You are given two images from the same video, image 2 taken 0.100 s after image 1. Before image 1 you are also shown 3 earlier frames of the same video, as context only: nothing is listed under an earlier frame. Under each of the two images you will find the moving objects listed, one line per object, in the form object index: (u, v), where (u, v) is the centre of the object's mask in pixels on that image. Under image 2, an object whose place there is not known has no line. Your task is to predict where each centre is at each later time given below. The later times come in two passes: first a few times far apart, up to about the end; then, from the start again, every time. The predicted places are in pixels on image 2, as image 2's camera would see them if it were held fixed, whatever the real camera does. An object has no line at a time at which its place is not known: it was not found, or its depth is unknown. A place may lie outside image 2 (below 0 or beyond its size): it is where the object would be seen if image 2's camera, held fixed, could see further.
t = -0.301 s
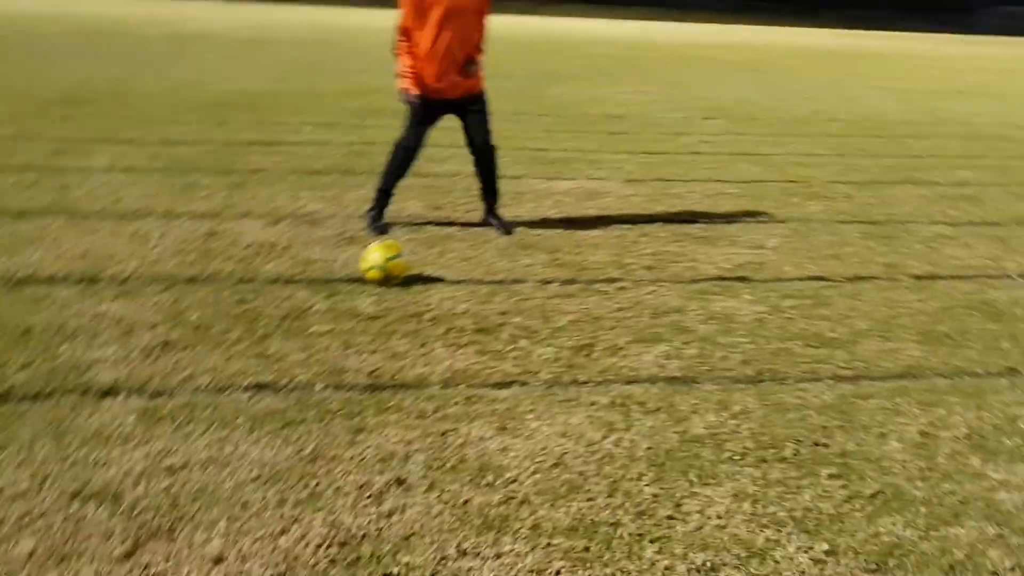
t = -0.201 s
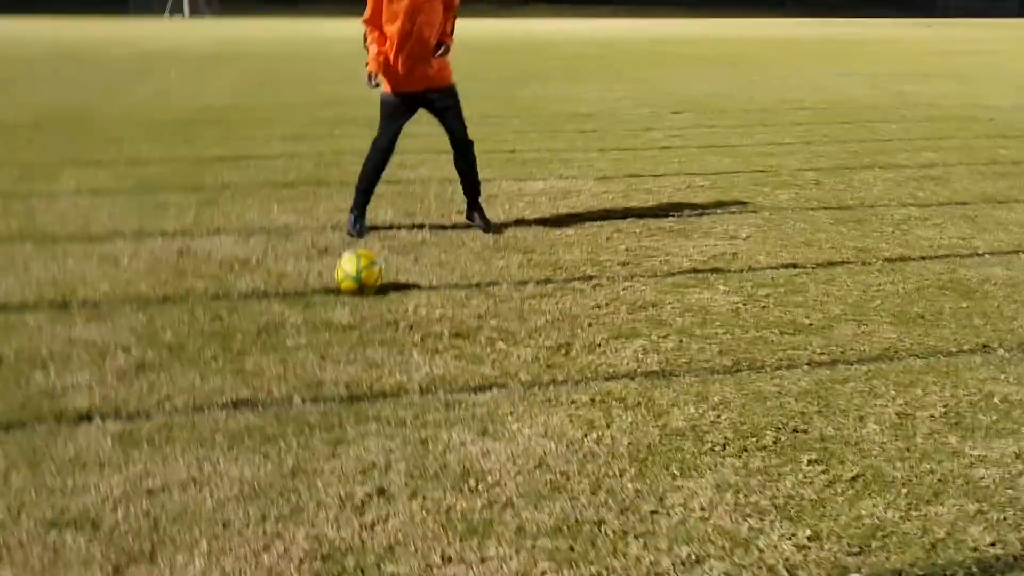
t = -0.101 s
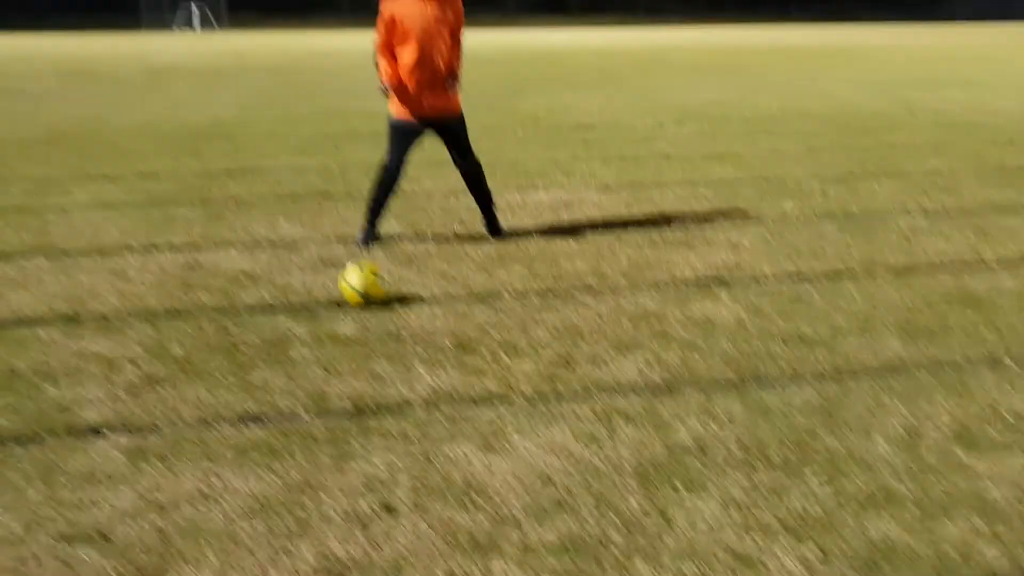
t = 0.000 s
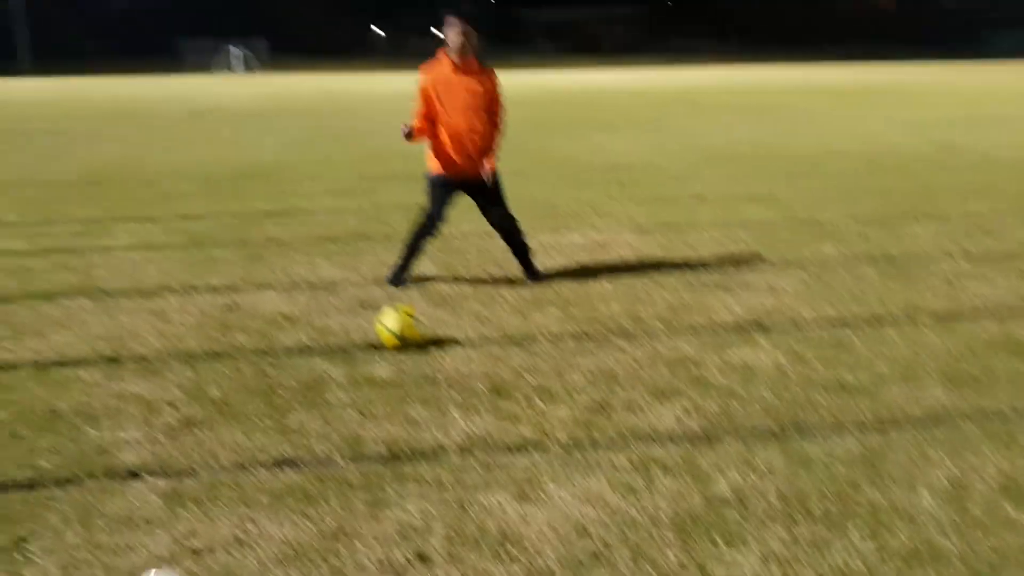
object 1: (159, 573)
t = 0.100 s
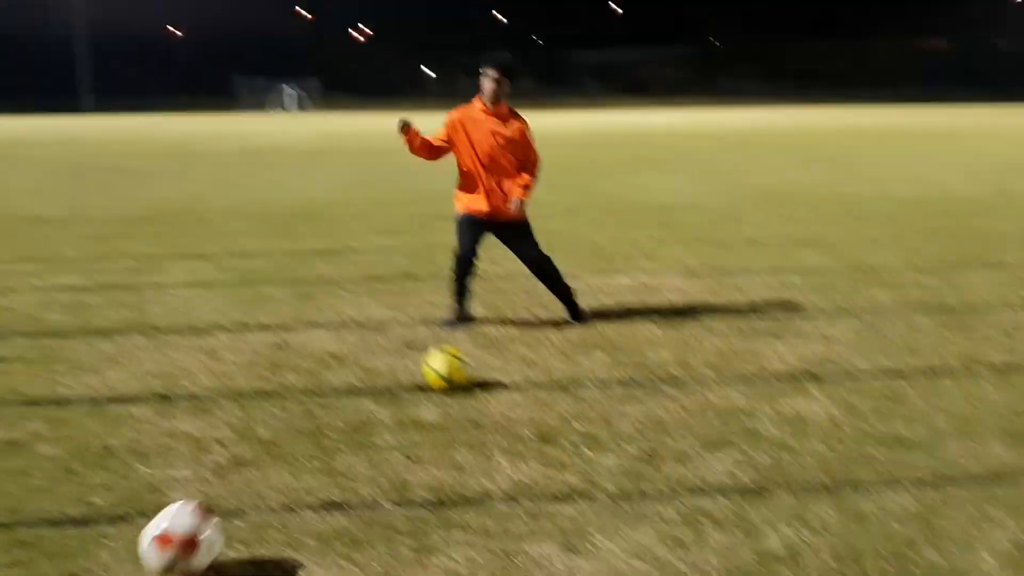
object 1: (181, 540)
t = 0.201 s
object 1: (166, 479)
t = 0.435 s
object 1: (147, 395)
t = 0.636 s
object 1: (146, 355)
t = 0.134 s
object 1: (175, 514)
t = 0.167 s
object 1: (170, 496)
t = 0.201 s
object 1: (166, 479)
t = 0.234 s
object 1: (162, 460)
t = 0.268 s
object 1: (159, 441)
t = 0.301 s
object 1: (156, 427)
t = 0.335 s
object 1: (155, 417)
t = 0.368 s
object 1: (153, 409)
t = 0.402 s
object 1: (151, 404)
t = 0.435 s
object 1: (147, 395)
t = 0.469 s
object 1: (147, 383)
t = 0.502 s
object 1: (147, 373)
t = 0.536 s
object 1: (148, 367)
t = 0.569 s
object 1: (147, 363)
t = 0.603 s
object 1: (146, 361)
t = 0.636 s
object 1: (146, 355)
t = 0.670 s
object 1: (145, 346)
